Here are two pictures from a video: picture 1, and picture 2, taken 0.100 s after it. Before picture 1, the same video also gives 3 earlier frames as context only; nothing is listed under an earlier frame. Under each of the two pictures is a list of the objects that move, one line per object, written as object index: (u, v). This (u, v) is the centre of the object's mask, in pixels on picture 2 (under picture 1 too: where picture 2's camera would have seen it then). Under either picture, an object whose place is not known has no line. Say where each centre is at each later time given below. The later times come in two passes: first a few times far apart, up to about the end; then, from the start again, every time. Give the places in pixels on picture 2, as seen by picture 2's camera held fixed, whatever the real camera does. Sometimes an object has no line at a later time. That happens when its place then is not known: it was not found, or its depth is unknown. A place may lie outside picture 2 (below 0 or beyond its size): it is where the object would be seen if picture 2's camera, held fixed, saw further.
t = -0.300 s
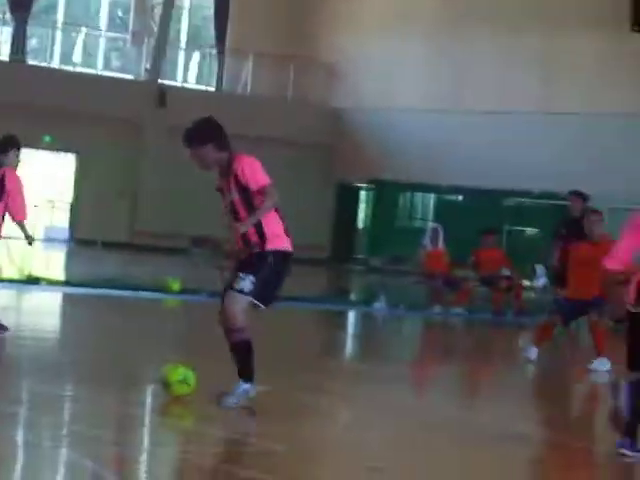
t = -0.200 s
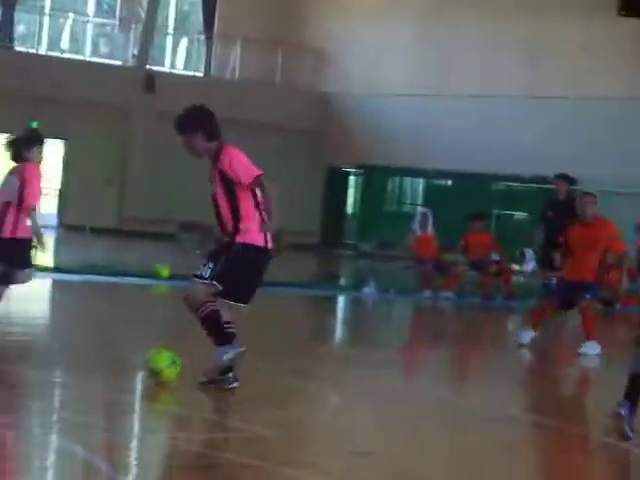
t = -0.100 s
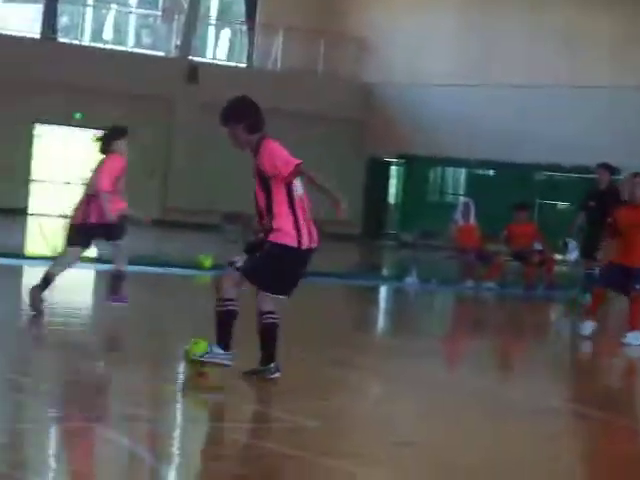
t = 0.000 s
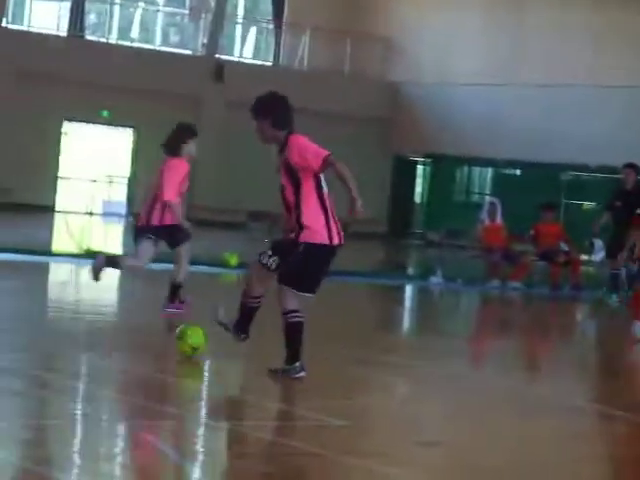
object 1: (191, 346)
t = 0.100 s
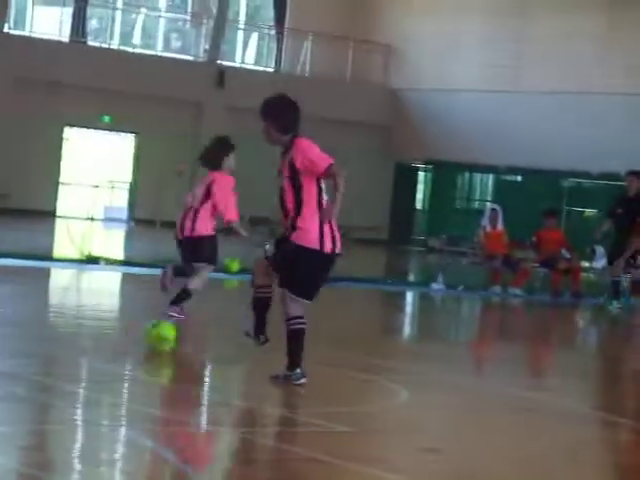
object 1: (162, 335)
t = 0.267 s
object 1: (119, 323)
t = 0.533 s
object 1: (68, 307)
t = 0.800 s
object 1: (27, 294)
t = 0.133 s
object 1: (152, 333)
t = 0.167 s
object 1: (144, 330)
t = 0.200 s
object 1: (136, 327)
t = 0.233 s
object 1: (127, 325)
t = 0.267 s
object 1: (119, 323)
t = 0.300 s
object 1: (110, 320)
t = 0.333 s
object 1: (104, 318)
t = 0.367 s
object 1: (98, 316)
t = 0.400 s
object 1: (91, 314)
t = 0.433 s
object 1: (86, 312)
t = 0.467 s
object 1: (80, 310)
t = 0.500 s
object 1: (74, 308)
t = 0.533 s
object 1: (68, 307)
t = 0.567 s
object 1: (63, 305)
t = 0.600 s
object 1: (58, 303)
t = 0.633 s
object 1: (53, 302)
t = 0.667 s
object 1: (48, 300)
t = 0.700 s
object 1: (42, 299)
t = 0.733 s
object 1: (37, 297)
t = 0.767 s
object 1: (33, 297)
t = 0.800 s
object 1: (27, 294)
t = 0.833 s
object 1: (21, 293)
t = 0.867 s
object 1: (17, 292)
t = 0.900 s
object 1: (12, 291)
